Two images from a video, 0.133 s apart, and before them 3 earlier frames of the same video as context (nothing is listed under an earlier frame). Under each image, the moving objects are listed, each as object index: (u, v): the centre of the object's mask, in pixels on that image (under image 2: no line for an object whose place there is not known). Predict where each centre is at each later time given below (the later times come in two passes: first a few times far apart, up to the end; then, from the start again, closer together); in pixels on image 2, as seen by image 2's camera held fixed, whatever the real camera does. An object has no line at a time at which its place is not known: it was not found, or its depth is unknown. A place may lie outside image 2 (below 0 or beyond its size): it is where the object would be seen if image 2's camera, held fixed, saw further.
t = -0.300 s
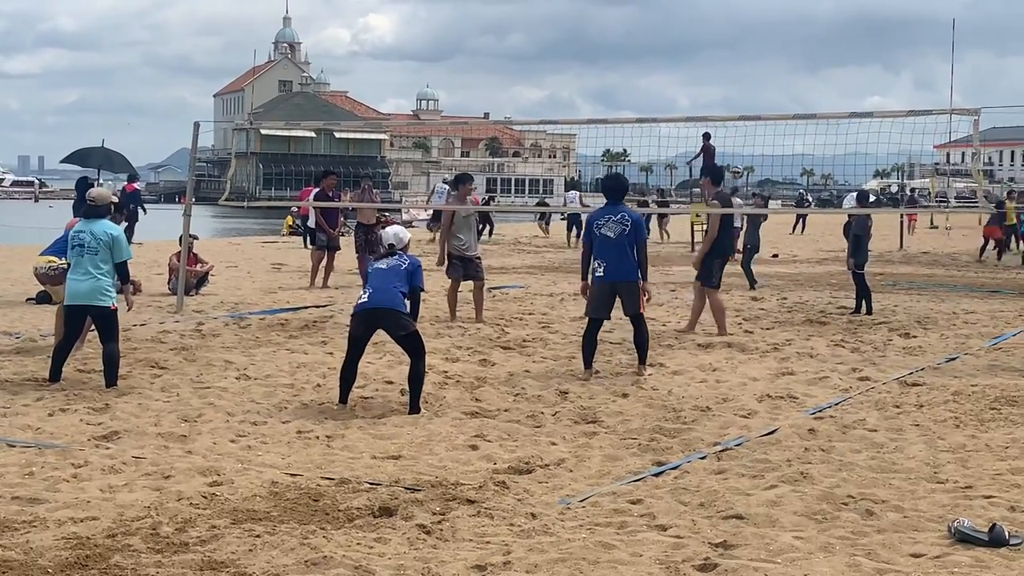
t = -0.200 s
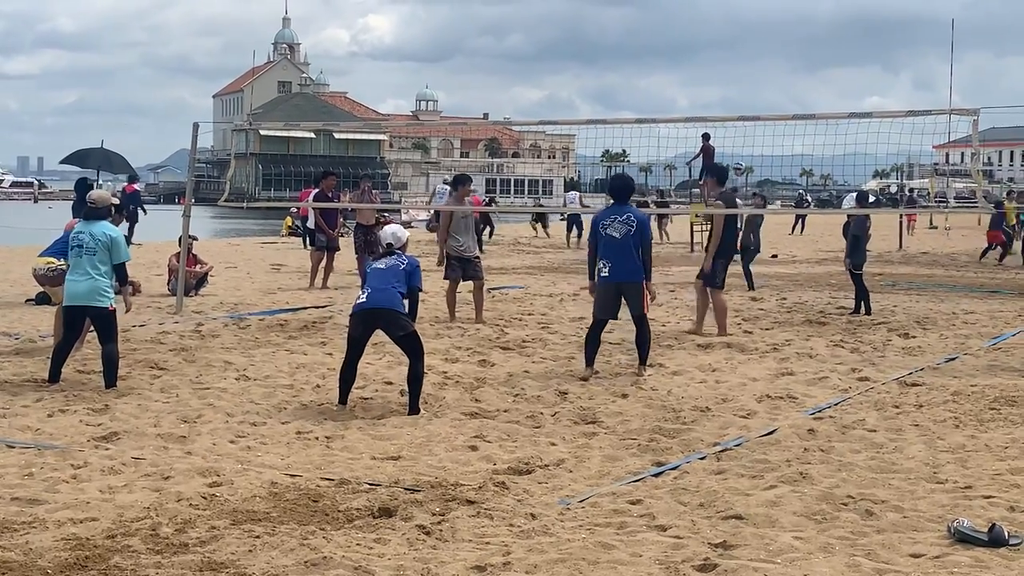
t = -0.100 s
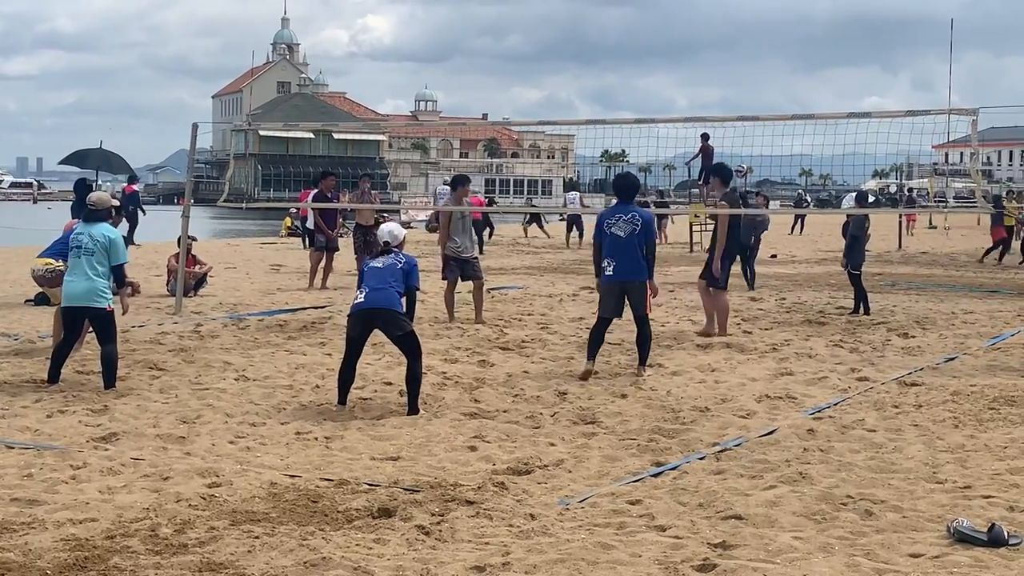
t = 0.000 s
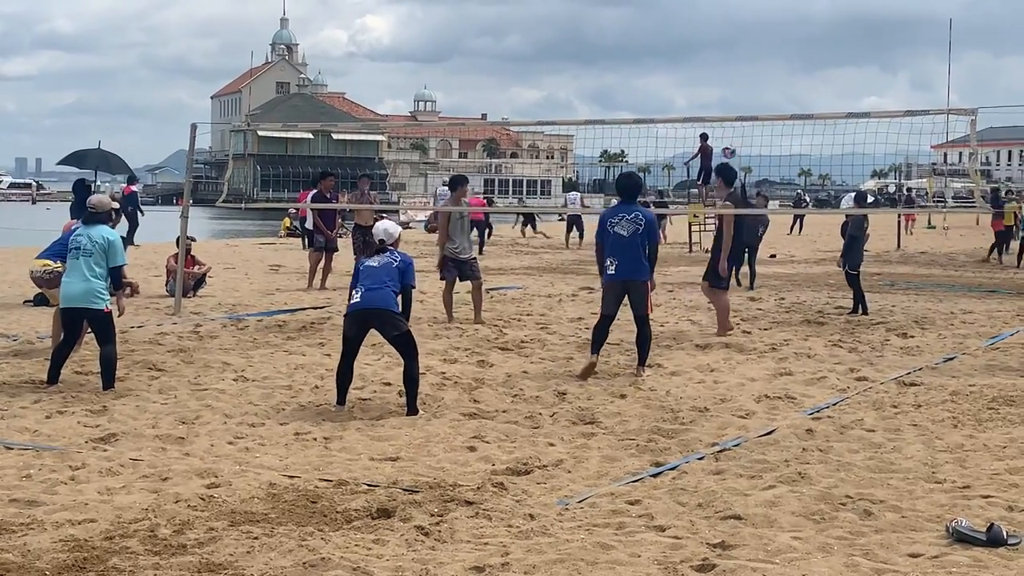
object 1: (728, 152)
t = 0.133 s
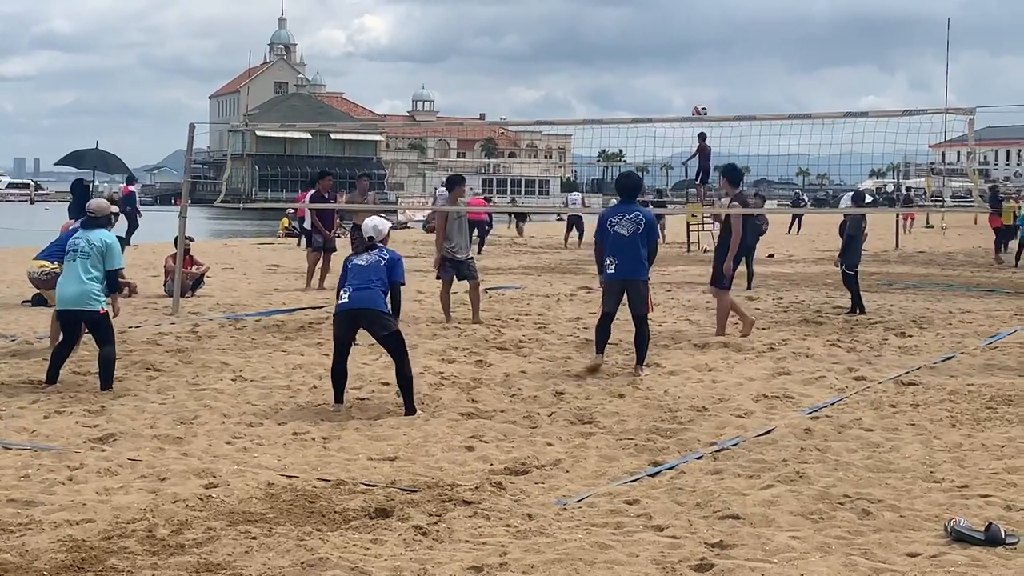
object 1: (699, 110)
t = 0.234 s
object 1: (675, 90)
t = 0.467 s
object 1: (609, 67)
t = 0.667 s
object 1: (541, 91)
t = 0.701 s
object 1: (529, 100)
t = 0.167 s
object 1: (692, 104)
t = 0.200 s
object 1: (683, 97)
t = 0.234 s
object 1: (675, 90)
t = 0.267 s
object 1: (666, 84)
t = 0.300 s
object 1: (658, 79)
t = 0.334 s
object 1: (649, 74)
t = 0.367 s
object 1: (639, 71)
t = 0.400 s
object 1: (629, 69)
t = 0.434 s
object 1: (620, 67)
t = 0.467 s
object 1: (609, 67)
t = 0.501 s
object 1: (599, 68)
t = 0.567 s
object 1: (576, 73)
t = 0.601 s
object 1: (565, 78)
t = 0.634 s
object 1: (553, 84)
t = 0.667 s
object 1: (541, 91)
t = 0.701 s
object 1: (529, 100)
